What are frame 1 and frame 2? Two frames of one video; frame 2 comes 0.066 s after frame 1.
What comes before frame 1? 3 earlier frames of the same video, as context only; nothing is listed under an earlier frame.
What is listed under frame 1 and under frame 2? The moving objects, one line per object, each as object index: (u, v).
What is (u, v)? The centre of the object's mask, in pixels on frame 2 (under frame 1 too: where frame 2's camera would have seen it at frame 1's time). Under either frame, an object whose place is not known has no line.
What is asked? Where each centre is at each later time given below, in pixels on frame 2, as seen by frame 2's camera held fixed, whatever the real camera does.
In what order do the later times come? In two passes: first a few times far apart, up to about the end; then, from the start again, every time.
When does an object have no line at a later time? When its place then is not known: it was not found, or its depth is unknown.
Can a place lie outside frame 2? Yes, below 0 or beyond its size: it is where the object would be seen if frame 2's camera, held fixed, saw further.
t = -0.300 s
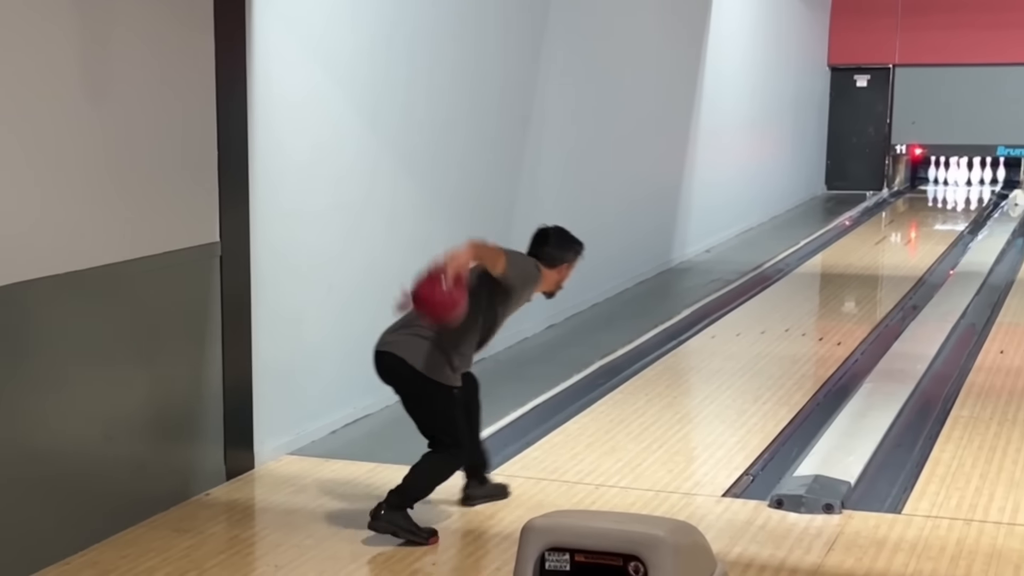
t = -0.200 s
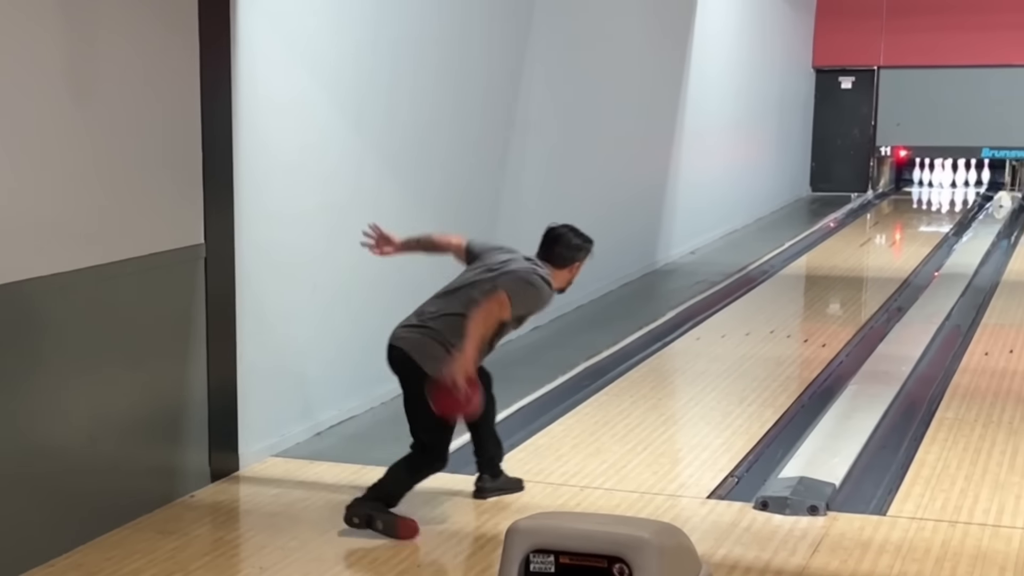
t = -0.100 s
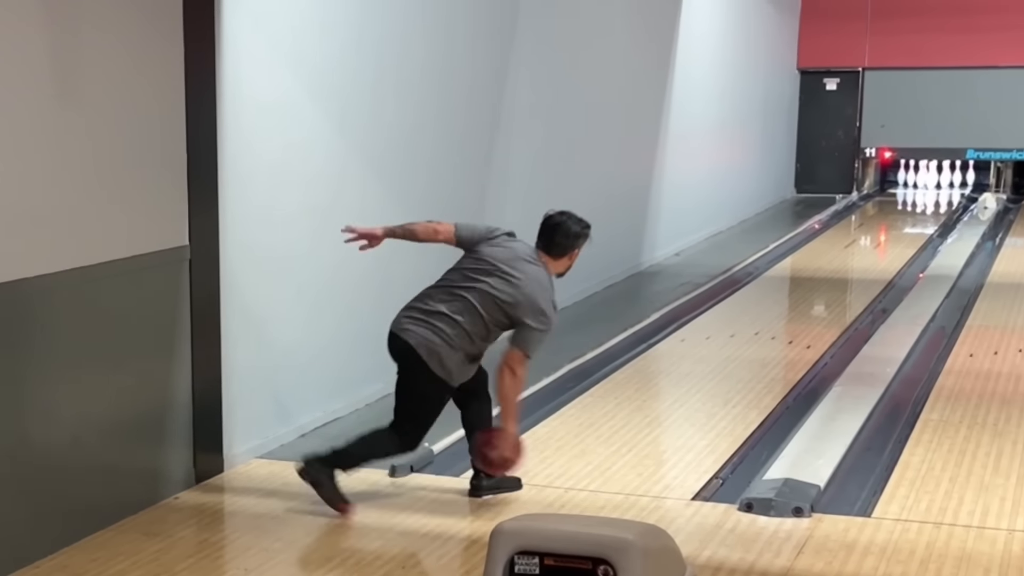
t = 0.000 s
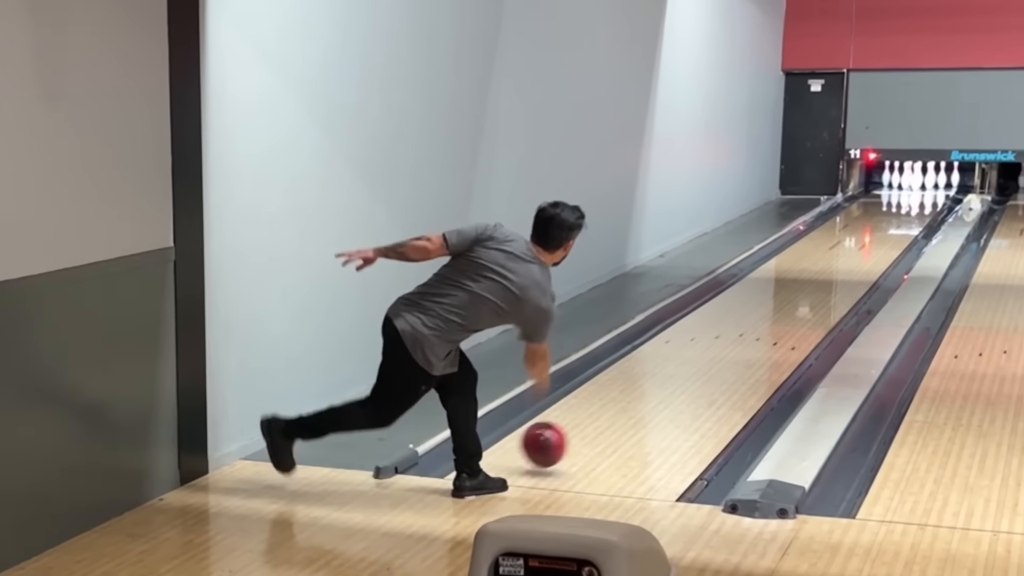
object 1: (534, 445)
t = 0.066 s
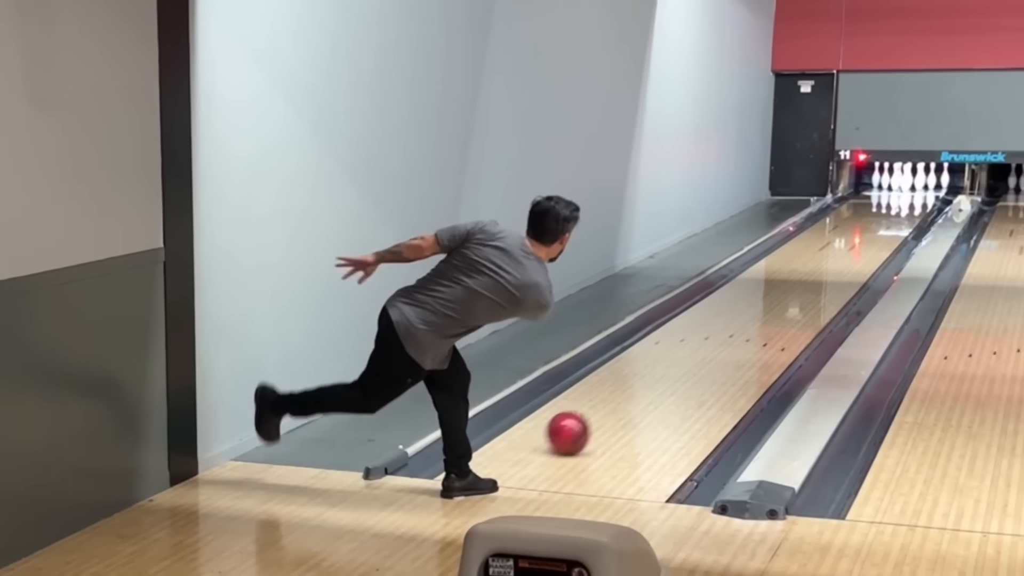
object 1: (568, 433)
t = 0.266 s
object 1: (646, 386)
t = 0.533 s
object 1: (730, 336)
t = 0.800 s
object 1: (792, 299)
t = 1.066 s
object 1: (837, 270)
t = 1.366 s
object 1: (873, 245)
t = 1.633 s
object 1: (893, 227)
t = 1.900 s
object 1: (906, 213)
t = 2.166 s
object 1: (909, 201)
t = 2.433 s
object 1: (909, 193)
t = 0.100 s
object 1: (576, 428)
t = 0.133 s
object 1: (591, 419)
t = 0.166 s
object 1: (607, 410)
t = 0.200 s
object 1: (620, 402)
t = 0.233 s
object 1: (633, 394)
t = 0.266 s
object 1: (646, 386)
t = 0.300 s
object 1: (657, 379)
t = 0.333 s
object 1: (669, 372)
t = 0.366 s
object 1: (680, 365)
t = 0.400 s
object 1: (691, 359)
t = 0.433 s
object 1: (702, 353)
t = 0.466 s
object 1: (711, 347)
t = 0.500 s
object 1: (721, 341)
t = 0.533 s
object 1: (730, 336)
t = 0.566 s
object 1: (738, 331)
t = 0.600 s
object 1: (747, 325)
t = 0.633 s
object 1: (755, 321)
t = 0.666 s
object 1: (763, 316)
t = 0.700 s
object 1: (770, 312)
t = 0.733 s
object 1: (777, 307)
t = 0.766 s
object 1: (784, 303)
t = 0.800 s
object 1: (792, 299)
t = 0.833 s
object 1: (798, 295)
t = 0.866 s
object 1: (804, 291)
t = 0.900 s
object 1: (810, 288)
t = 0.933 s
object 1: (816, 284)
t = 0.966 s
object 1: (821, 281)
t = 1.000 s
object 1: (827, 277)
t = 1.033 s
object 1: (832, 274)
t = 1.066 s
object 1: (837, 270)
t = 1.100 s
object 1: (842, 267)
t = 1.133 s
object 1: (847, 264)
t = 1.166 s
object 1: (851, 261)
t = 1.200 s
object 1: (855, 258)
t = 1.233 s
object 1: (859, 255)
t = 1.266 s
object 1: (863, 252)
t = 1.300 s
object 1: (866, 250)
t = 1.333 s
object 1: (870, 247)
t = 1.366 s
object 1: (873, 245)
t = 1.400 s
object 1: (876, 242)
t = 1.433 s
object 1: (879, 240)
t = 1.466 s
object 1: (881, 238)
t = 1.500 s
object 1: (884, 235)
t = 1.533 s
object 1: (887, 233)
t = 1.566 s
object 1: (889, 231)
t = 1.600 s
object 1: (891, 229)
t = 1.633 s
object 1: (893, 227)
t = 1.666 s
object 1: (895, 225)
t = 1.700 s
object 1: (897, 224)
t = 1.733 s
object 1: (899, 222)
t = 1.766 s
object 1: (900, 220)
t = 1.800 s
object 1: (902, 218)
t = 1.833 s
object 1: (903, 216)
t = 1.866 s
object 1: (904, 215)
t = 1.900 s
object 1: (906, 213)
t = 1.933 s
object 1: (906, 211)
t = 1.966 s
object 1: (907, 210)
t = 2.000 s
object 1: (908, 208)
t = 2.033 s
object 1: (909, 207)
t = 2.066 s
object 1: (909, 205)
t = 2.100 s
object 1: (909, 204)
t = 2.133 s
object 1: (909, 203)
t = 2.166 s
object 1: (909, 201)
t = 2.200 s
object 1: (909, 200)
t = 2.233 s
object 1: (909, 198)
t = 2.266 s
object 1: (909, 198)
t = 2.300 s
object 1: (909, 197)
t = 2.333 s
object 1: (909, 195)
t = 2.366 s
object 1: (909, 194)
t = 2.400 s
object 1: (909, 193)
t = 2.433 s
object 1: (909, 193)
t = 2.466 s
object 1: (909, 191)
